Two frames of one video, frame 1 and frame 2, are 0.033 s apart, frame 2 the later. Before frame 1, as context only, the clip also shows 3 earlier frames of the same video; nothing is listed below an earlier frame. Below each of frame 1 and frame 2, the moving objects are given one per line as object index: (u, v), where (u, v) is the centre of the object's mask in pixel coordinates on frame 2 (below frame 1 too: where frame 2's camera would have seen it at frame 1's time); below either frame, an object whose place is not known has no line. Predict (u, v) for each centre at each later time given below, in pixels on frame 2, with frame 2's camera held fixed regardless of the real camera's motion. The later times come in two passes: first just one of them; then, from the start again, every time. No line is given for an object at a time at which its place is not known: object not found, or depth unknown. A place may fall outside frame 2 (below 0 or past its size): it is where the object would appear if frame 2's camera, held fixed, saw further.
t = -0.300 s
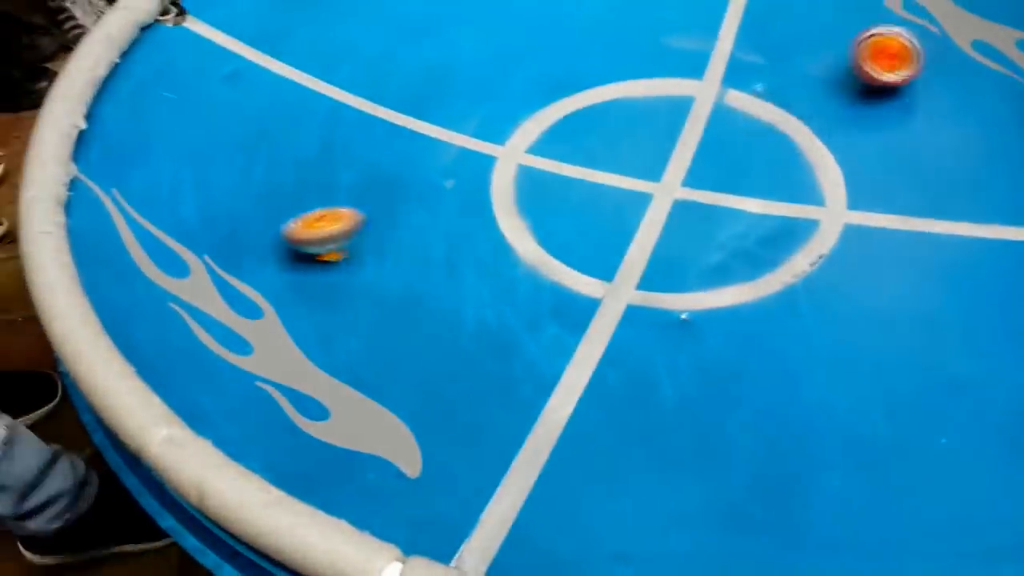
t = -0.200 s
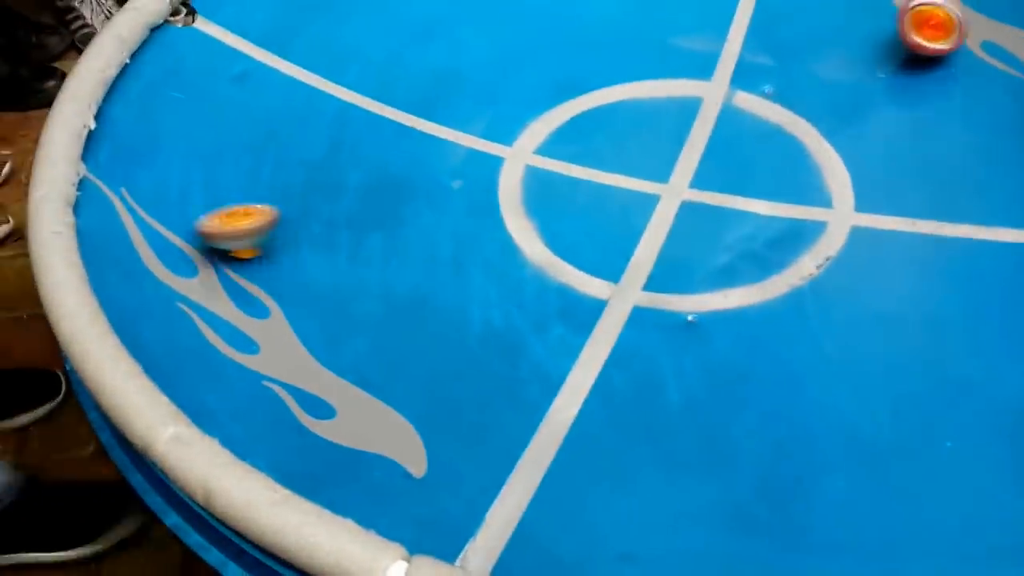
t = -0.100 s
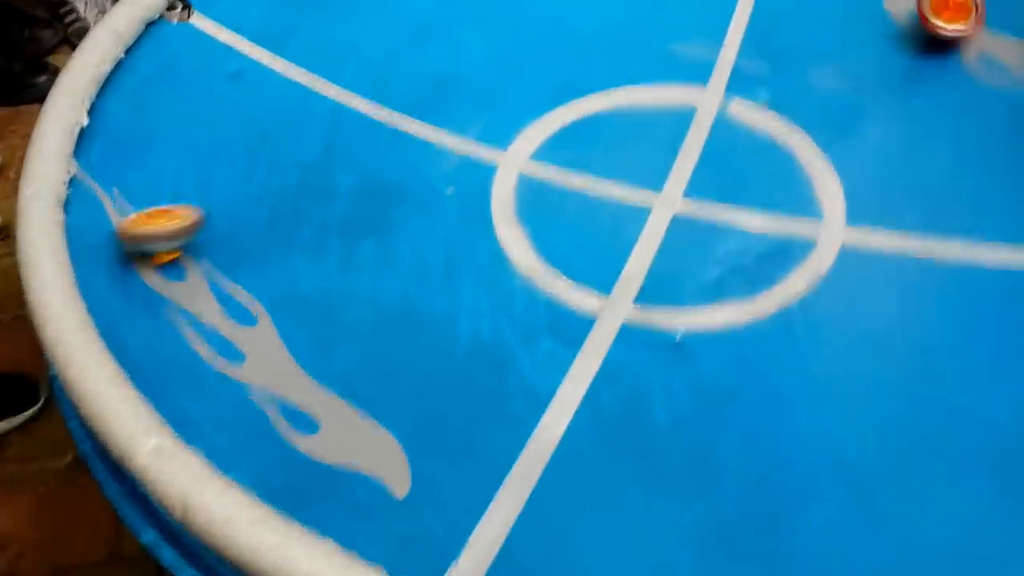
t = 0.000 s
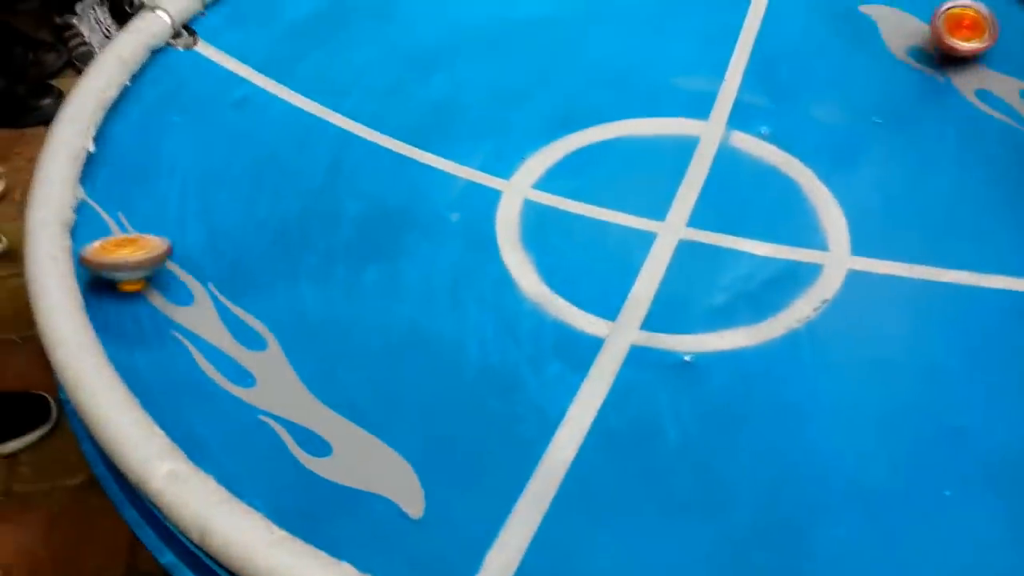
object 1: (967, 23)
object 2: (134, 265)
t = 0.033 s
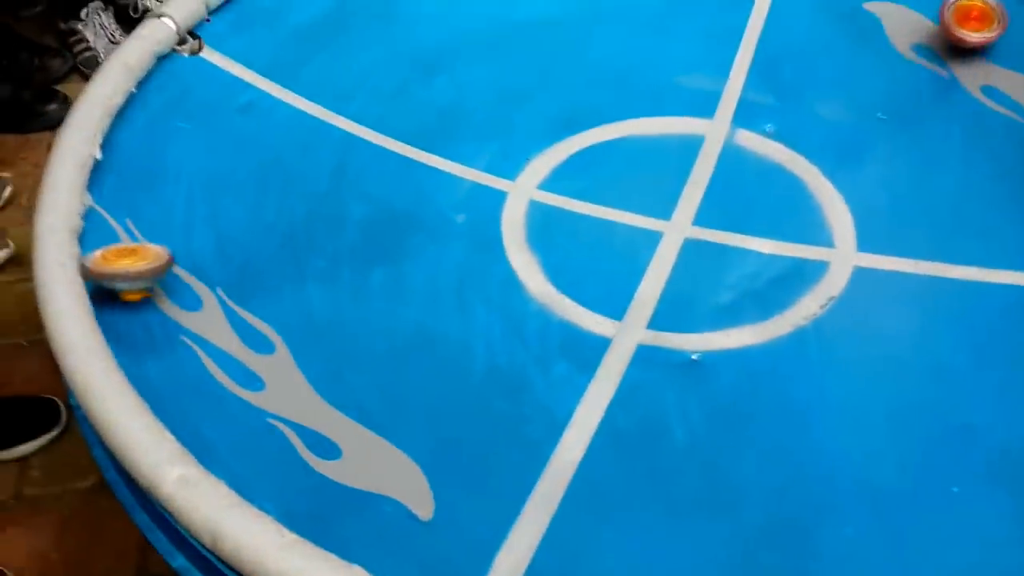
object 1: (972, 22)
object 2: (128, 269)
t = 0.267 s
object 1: (975, 7)
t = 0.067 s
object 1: (975, 22)
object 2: (135, 278)
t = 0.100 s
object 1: (978, 20)
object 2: (145, 288)
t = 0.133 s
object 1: (978, 23)
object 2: (158, 296)
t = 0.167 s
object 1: (977, 23)
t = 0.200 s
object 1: (976, 20)
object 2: (191, 307)
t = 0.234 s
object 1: (974, 17)
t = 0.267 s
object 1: (975, 7)
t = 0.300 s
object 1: (978, 5)
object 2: (250, 315)
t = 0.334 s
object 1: (976, 12)
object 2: (270, 315)
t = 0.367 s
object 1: (976, 12)
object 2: (290, 315)
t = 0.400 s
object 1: (975, 19)
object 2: (311, 316)
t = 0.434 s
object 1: (975, 25)
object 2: (333, 315)
